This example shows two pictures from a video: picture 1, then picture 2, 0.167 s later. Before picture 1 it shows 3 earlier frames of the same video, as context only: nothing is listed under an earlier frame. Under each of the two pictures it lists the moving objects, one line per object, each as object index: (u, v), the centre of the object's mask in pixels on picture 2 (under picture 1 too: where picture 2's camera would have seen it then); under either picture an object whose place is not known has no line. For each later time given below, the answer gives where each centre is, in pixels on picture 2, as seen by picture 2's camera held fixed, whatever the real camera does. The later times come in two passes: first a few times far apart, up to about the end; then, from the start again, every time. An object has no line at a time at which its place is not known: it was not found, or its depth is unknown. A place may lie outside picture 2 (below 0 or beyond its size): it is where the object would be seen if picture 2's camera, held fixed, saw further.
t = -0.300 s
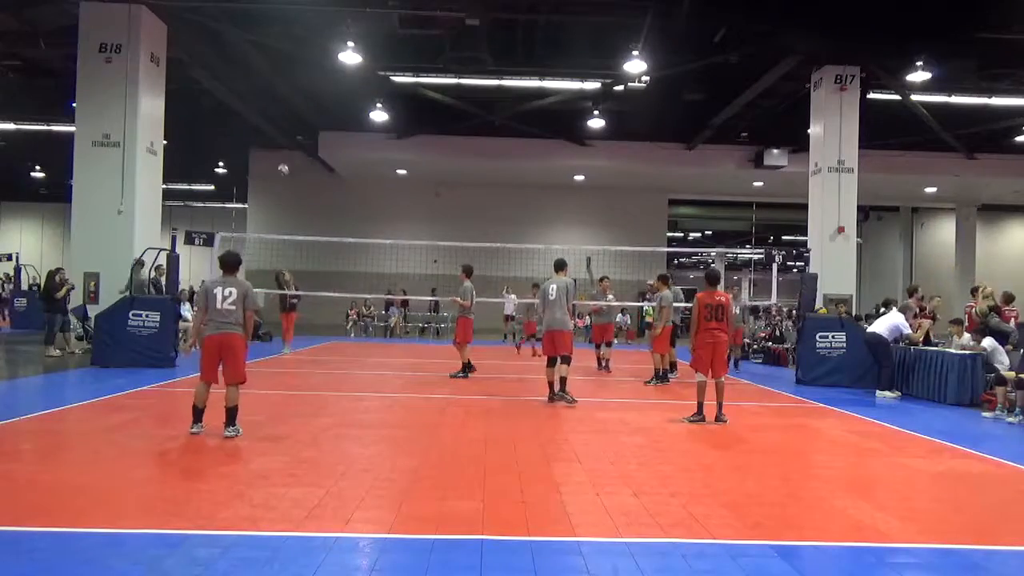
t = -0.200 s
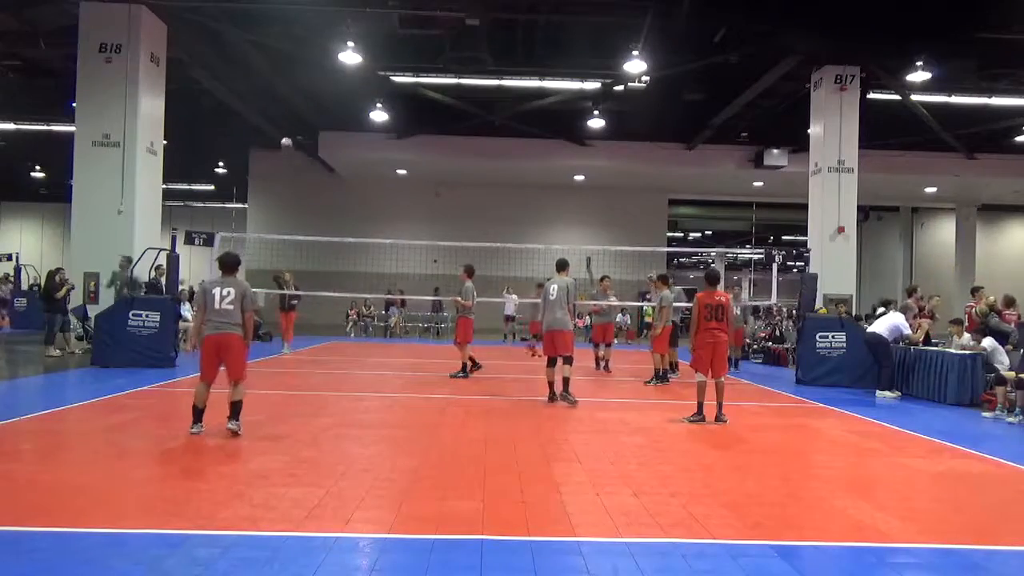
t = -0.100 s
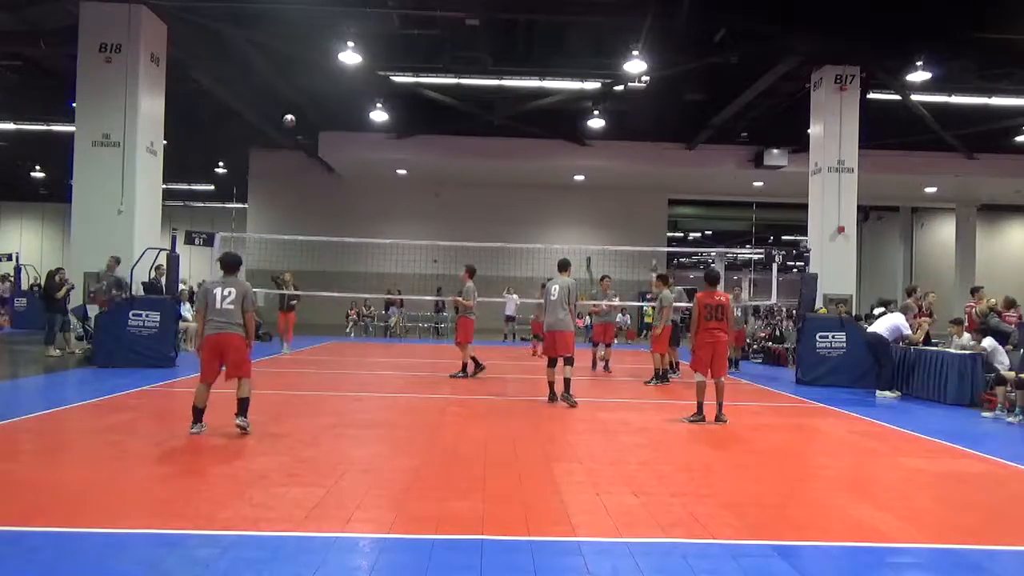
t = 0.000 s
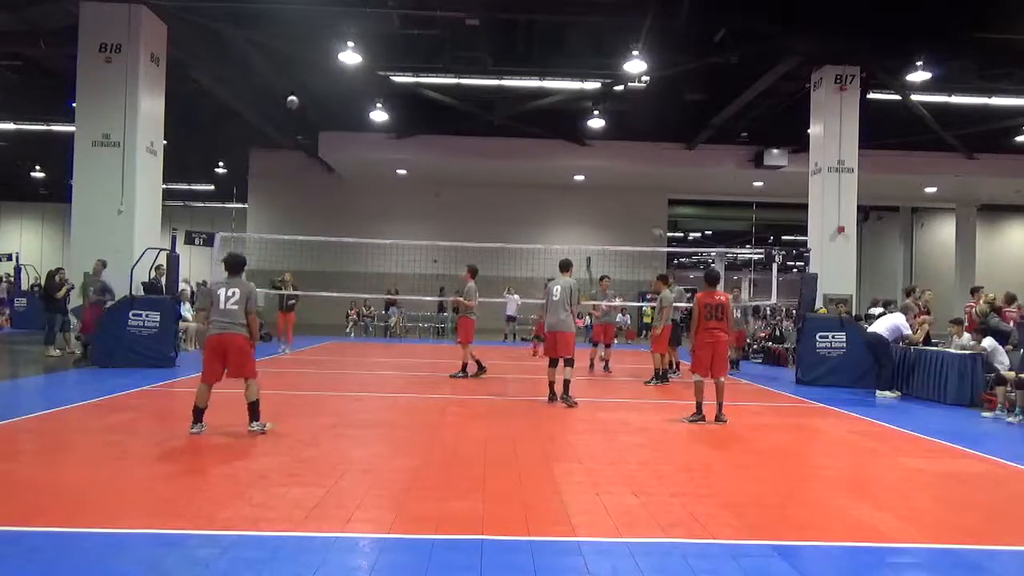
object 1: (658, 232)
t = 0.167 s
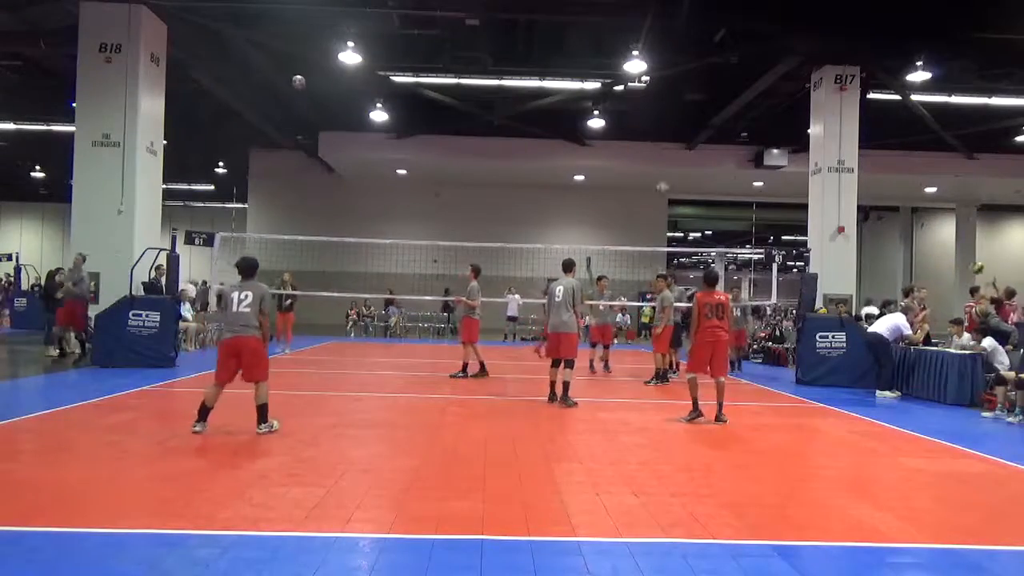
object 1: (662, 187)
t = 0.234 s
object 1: (664, 173)
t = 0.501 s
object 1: (673, 136)
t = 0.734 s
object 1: (681, 139)
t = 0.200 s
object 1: (664, 179)
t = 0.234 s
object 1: (664, 173)
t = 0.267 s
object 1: (666, 164)
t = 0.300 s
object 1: (666, 160)
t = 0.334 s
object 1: (668, 155)
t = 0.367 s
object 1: (669, 148)
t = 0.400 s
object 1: (670, 146)
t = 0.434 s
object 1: (670, 142)
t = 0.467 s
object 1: (671, 141)
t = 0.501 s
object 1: (673, 136)
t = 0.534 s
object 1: (674, 135)
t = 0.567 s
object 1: (675, 135)
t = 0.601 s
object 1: (676, 135)
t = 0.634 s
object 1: (677, 135)
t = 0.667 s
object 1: (678, 135)
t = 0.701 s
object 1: (680, 136)
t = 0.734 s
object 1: (681, 139)
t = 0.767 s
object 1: (682, 143)
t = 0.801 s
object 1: (684, 146)
